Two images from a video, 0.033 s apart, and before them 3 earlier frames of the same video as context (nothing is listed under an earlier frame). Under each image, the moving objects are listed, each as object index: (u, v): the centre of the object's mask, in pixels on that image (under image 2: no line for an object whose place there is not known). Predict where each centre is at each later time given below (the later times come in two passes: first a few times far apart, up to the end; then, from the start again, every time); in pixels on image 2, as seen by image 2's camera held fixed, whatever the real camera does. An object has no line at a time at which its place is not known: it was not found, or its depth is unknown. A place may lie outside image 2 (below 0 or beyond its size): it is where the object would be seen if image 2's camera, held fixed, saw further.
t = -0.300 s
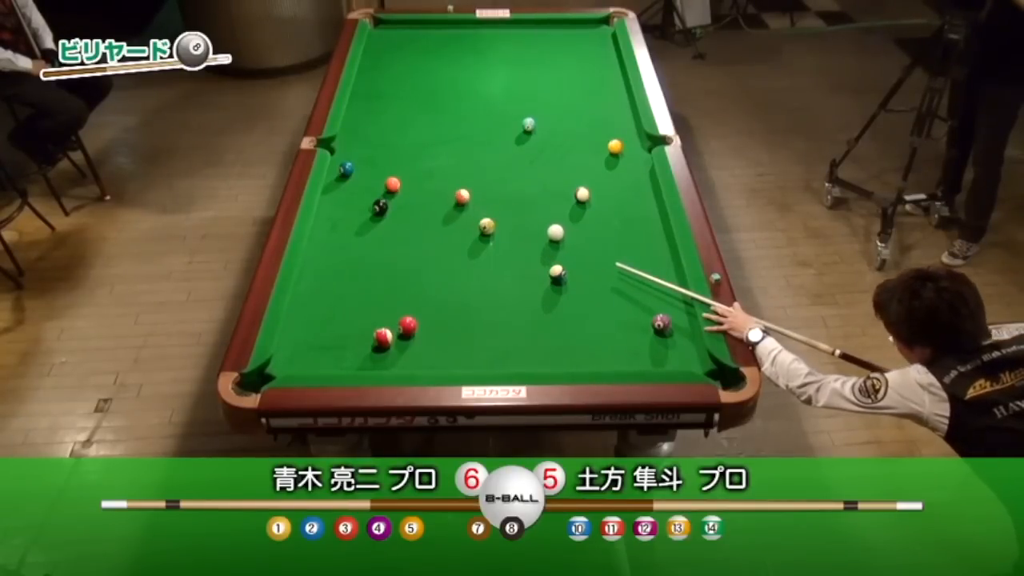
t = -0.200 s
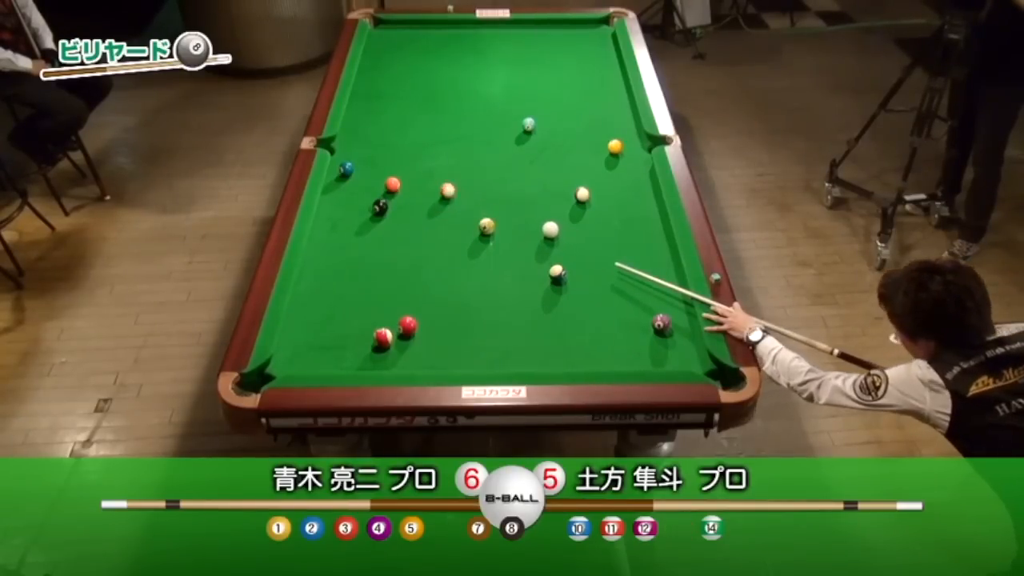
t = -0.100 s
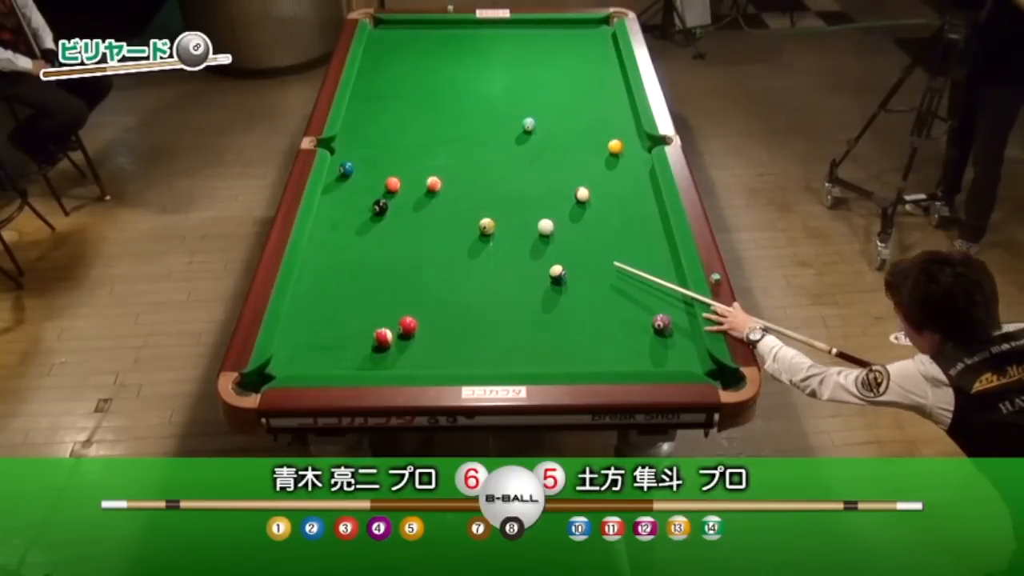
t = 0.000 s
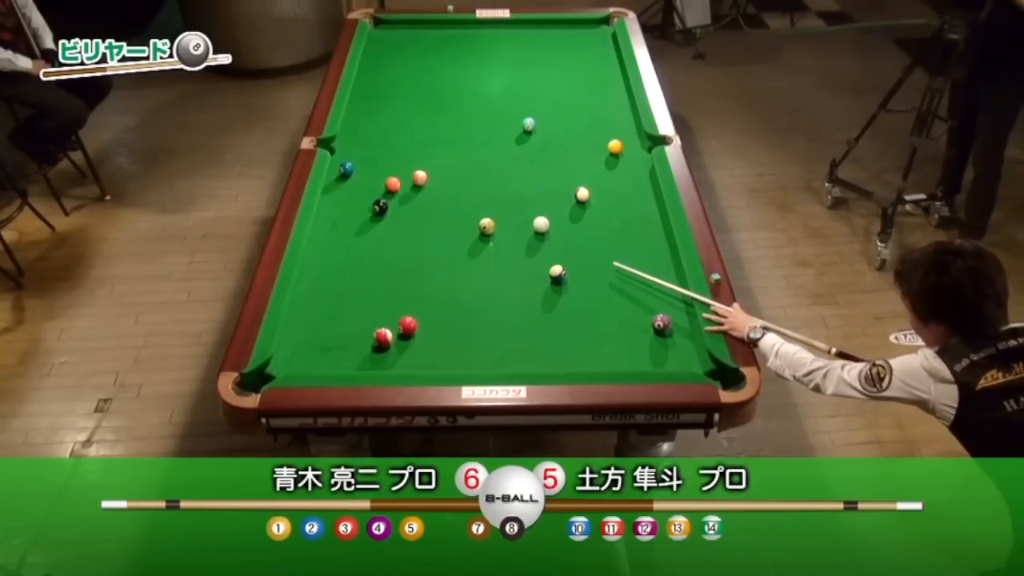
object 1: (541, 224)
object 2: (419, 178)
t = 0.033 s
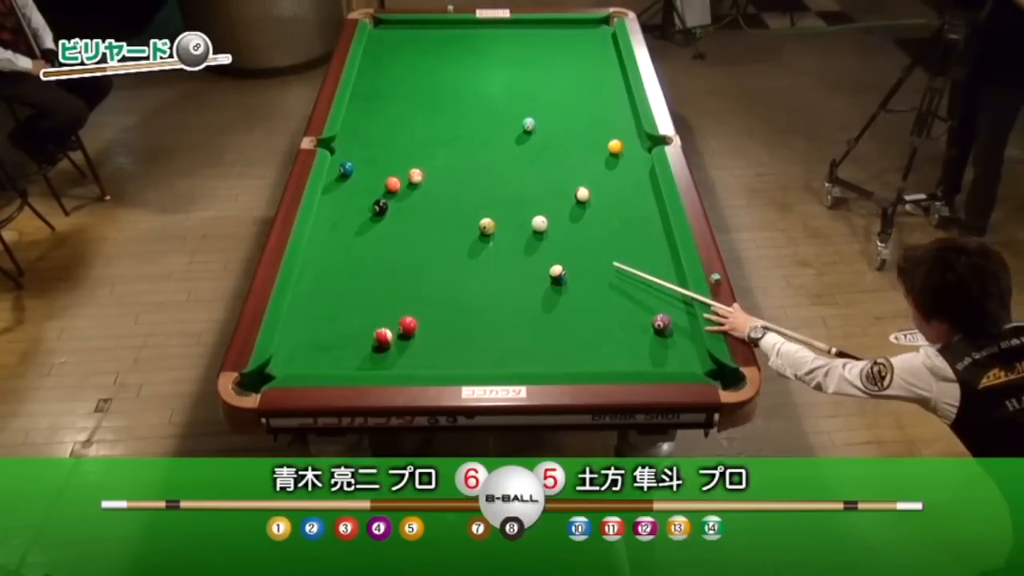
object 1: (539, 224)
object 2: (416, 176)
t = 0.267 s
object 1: (530, 218)
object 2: (386, 163)
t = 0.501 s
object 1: (521, 214)
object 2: (359, 151)
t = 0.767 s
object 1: (513, 209)
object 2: (335, 143)
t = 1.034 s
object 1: (507, 206)
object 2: (337, 154)
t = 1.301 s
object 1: (502, 203)
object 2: (339, 161)
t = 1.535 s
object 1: (498, 201)
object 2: (338, 165)
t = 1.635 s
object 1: (497, 201)
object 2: (337, 166)
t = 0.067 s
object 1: (538, 223)
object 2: (411, 174)
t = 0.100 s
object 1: (536, 222)
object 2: (407, 172)
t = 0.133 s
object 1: (535, 221)
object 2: (402, 170)
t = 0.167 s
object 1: (534, 220)
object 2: (398, 169)
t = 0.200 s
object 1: (532, 220)
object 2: (394, 166)
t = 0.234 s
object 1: (531, 219)
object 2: (390, 165)
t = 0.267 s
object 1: (530, 218)
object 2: (386, 163)
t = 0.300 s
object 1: (528, 218)
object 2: (382, 161)
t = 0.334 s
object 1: (527, 217)
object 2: (378, 160)
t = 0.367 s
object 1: (526, 216)
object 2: (374, 158)
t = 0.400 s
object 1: (525, 216)
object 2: (370, 156)
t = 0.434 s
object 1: (523, 215)
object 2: (366, 155)
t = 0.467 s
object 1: (522, 215)
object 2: (363, 153)
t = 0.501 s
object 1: (521, 214)
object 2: (359, 151)
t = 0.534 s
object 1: (520, 213)
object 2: (355, 149)
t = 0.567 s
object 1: (519, 213)
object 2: (352, 148)
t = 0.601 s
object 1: (518, 212)
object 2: (348, 147)
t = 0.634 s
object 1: (517, 212)
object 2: (344, 145)
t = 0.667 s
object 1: (516, 211)
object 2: (340, 143)
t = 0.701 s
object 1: (515, 211)
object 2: (337, 142)
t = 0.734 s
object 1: (514, 210)
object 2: (334, 141)
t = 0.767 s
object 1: (513, 209)
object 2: (335, 143)
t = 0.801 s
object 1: (512, 209)
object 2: (335, 144)
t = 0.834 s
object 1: (511, 209)
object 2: (335, 145)
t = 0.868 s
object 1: (510, 208)
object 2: (336, 146)
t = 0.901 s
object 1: (510, 208)
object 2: (336, 148)
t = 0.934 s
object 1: (509, 207)
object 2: (336, 149)
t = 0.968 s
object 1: (508, 207)
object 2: (337, 151)
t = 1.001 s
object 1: (507, 206)
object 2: (337, 152)
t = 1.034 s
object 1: (507, 206)
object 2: (337, 154)
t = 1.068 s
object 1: (506, 205)
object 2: (338, 155)
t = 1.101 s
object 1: (505, 205)
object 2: (338, 156)
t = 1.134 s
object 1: (505, 205)
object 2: (338, 157)
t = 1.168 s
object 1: (504, 204)
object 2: (339, 158)
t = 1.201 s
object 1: (503, 204)
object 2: (339, 159)
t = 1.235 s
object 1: (503, 204)
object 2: (339, 160)
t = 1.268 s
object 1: (502, 203)
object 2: (339, 160)
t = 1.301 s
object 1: (502, 203)
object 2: (339, 161)
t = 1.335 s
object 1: (501, 203)
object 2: (339, 162)
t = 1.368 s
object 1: (501, 202)
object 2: (339, 163)
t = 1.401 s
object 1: (500, 202)
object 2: (339, 163)
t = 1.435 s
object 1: (500, 202)
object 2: (339, 164)
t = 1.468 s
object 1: (499, 202)
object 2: (338, 164)
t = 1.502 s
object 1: (499, 201)
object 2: (338, 165)
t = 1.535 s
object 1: (498, 201)
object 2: (338, 165)
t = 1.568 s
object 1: (498, 201)
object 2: (338, 165)
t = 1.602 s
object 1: (498, 201)
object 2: (337, 166)
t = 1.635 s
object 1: (497, 201)
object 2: (337, 166)
